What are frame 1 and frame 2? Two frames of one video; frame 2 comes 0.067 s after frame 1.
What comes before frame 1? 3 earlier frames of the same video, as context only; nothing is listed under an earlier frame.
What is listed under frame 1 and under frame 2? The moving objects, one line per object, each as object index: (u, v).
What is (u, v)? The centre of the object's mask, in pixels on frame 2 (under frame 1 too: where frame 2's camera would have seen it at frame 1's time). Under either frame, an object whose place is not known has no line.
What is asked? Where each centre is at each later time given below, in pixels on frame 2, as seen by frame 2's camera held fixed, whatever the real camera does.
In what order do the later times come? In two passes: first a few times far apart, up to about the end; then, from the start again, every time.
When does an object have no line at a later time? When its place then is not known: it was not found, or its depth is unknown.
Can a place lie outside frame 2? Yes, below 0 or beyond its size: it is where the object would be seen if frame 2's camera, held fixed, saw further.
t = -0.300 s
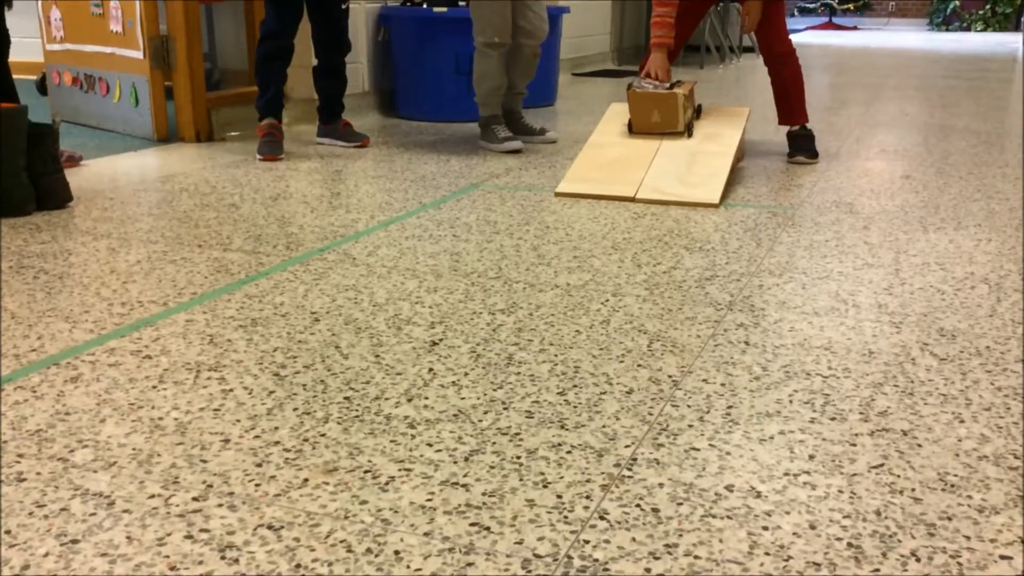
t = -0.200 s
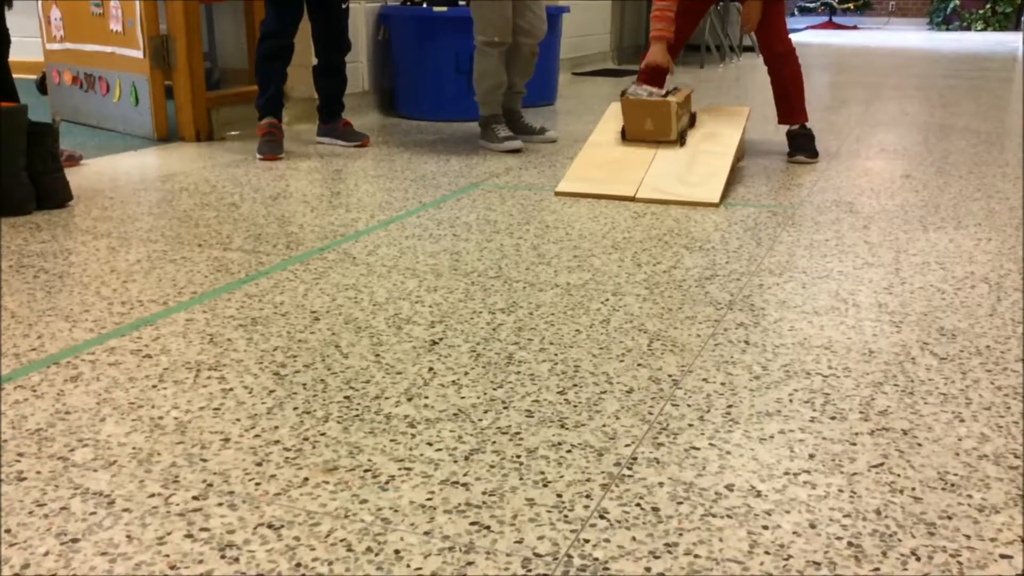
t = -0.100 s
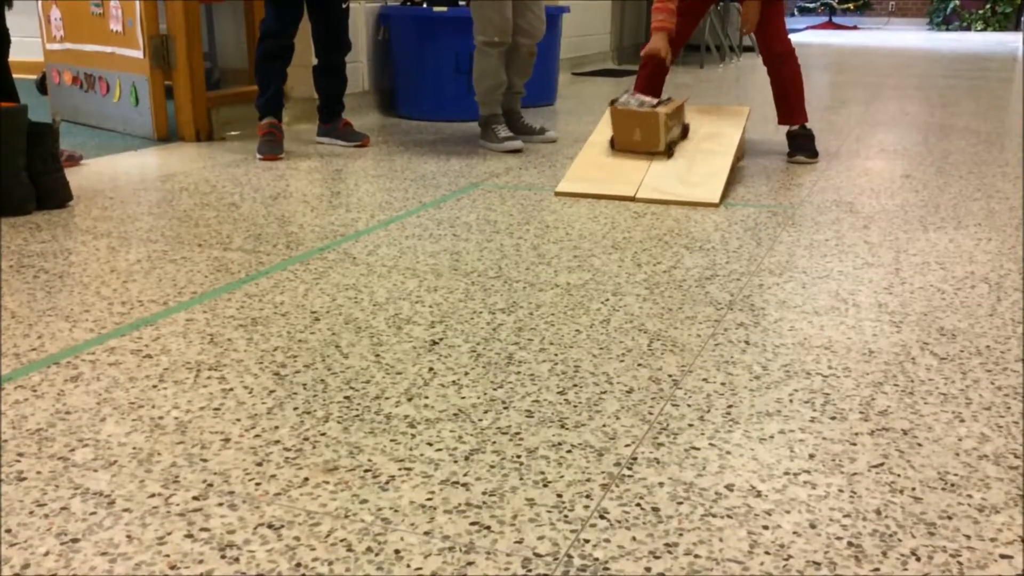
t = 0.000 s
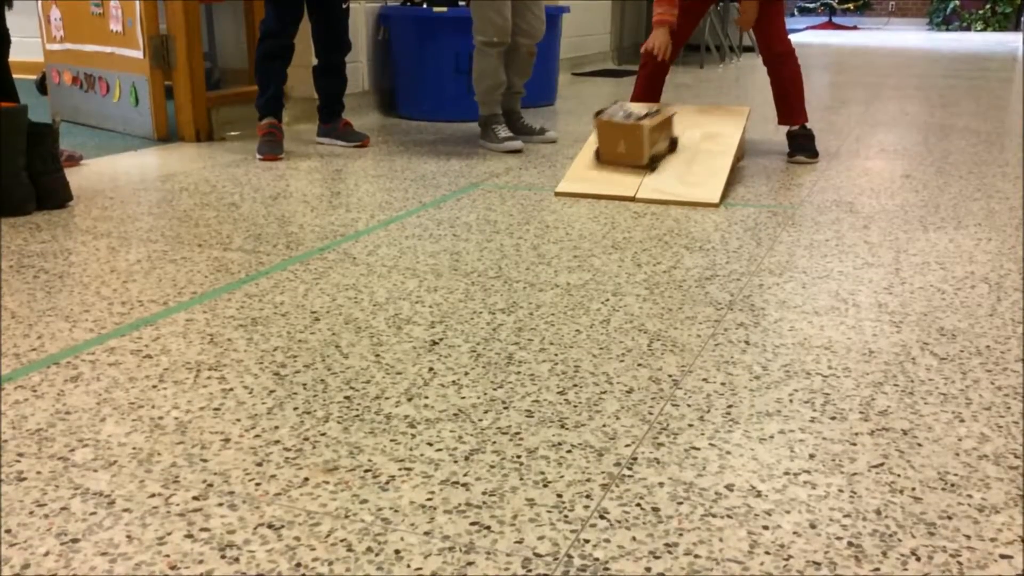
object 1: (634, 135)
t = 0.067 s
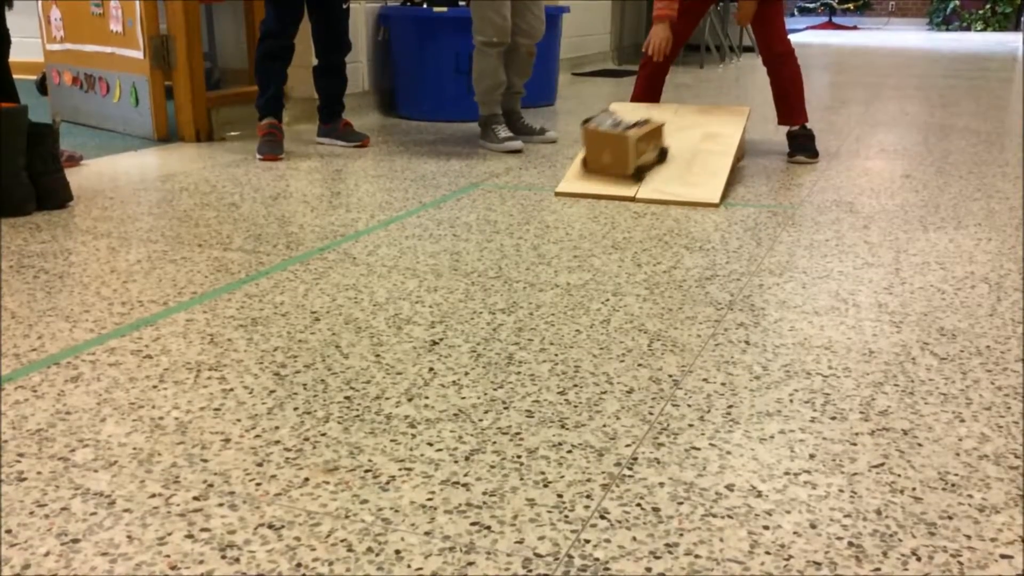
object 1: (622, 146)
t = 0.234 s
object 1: (582, 170)
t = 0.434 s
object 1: (526, 184)
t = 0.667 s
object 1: (469, 186)
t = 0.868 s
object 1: (447, 187)
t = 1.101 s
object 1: (442, 186)
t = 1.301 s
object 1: (443, 186)
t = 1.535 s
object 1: (443, 186)
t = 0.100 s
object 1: (615, 151)
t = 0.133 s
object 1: (608, 155)
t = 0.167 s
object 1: (599, 160)
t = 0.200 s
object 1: (591, 166)
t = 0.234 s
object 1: (582, 170)
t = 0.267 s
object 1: (572, 171)
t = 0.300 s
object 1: (563, 173)
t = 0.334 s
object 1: (554, 178)
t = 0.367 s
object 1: (545, 182)
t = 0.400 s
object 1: (536, 183)
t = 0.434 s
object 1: (526, 184)
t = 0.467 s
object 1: (518, 185)
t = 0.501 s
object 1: (509, 185)
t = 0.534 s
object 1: (501, 185)
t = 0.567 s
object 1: (492, 185)
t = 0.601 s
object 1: (484, 185)
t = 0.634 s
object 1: (475, 186)
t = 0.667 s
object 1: (469, 186)
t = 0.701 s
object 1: (464, 186)
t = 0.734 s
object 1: (460, 186)
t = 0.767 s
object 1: (456, 186)
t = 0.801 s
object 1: (453, 186)
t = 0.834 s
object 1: (450, 187)
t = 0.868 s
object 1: (447, 187)
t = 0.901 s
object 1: (445, 186)
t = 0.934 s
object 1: (444, 186)
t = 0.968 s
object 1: (443, 186)
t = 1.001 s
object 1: (442, 186)
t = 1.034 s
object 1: (442, 186)
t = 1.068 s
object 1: (442, 186)
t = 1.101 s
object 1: (442, 186)
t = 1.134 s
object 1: (443, 187)
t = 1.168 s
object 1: (443, 187)
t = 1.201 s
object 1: (443, 187)
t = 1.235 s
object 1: (443, 186)
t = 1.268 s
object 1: (443, 186)
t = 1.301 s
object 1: (443, 186)
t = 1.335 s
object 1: (443, 186)
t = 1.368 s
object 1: (443, 186)
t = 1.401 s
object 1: (443, 186)
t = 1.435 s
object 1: (443, 186)
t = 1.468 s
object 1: (443, 186)
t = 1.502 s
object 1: (443, 186)
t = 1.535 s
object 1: (443, 186)
